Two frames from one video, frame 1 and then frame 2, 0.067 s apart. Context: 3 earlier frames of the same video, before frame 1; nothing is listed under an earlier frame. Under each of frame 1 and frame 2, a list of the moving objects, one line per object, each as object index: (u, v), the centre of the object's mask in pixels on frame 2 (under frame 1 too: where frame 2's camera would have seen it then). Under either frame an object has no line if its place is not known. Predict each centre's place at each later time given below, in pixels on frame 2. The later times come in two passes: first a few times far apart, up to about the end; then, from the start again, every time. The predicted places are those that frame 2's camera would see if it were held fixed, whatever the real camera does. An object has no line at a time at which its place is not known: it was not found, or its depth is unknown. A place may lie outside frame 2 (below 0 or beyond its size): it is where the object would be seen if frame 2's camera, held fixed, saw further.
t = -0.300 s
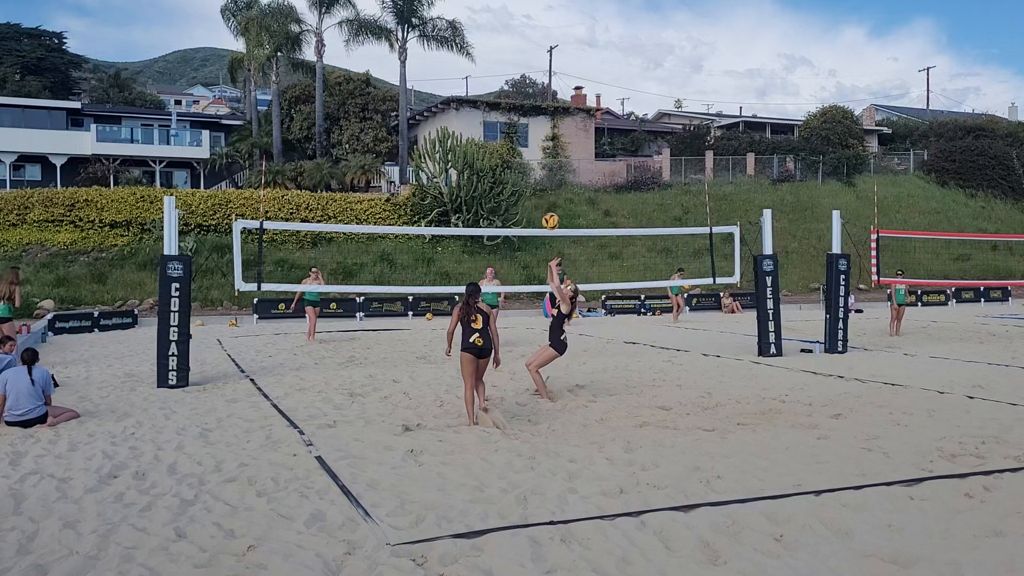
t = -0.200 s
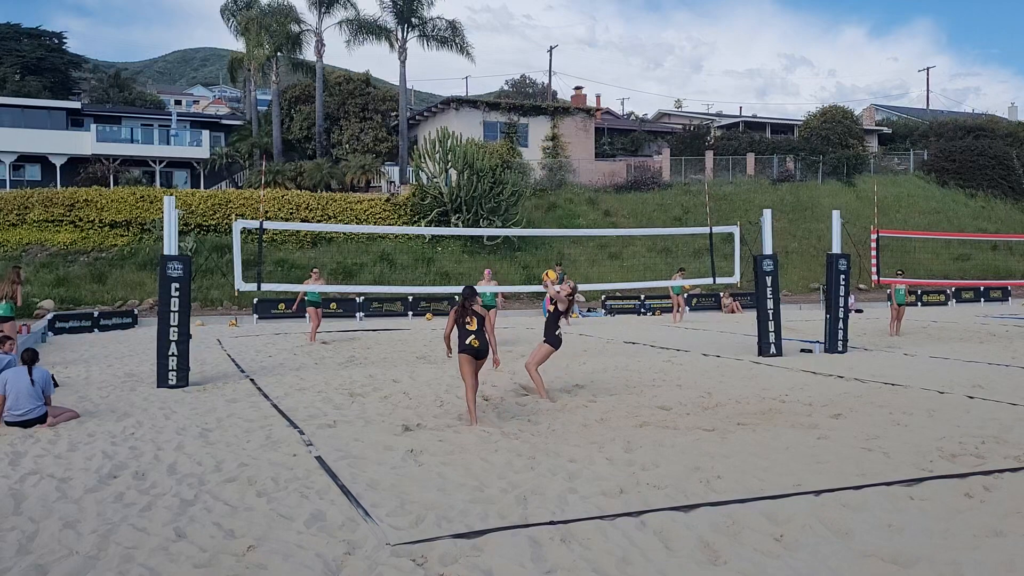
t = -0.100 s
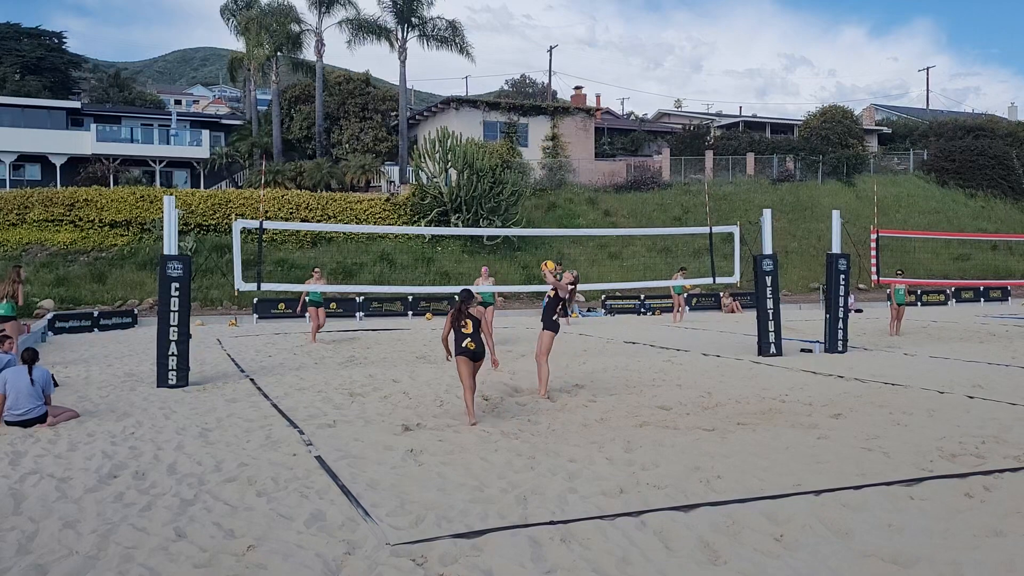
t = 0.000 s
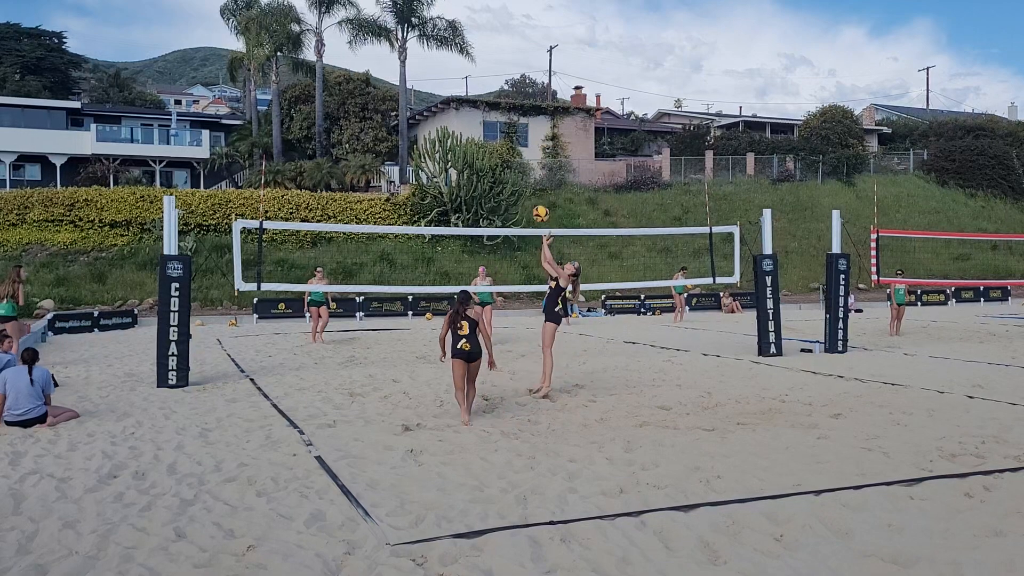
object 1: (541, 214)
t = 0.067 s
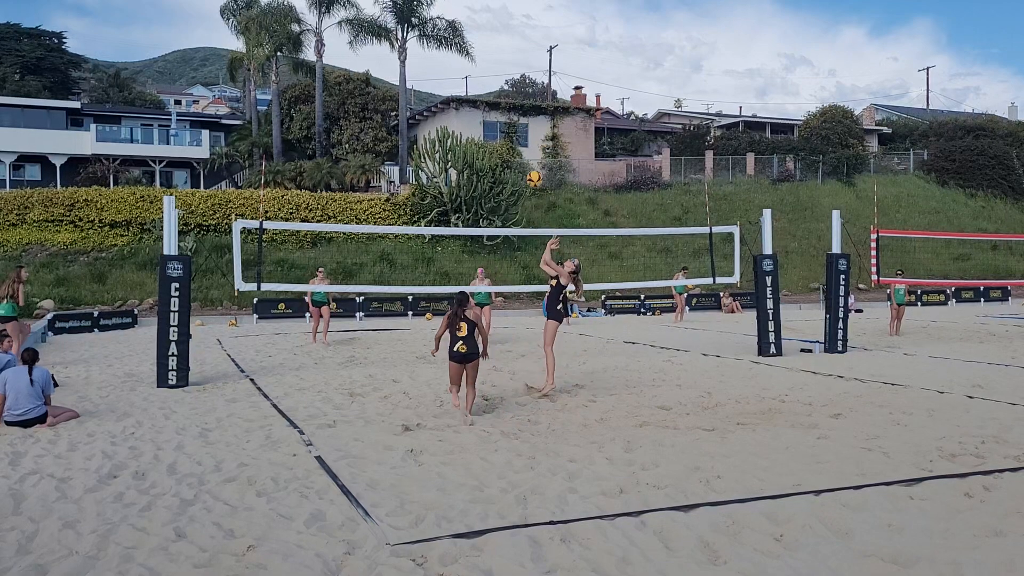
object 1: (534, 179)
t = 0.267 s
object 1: (518, 97)
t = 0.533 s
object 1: (497, 39)
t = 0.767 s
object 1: (482, 34)
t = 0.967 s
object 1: (470, 60)
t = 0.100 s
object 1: (531, 163)
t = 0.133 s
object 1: (528, 148)
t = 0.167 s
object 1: (525, 134)
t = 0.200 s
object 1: (522, 121)
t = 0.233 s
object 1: (520, 108)
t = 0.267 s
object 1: (518, 97)
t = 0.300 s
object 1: (514, 86)
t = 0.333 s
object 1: (512, 77)
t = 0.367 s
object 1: (509, 69)
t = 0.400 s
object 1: (507, 61)
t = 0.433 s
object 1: (505, 54)
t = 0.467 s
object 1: (502, 48)
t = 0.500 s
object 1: (500, 43)
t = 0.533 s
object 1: (497, 39)
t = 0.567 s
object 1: (495, 36)
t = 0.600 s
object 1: (493, 33)
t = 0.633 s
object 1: (491, 32)
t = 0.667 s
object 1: (488, 31)
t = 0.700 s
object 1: (486, 31)
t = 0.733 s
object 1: (484, 32)
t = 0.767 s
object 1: (482, 34)
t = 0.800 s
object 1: (480, 36)
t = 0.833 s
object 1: (478, 39)
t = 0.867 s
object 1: (476, 43)
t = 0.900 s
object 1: (474, 48)
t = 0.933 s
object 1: (472, 54)
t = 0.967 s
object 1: (470, 60)
